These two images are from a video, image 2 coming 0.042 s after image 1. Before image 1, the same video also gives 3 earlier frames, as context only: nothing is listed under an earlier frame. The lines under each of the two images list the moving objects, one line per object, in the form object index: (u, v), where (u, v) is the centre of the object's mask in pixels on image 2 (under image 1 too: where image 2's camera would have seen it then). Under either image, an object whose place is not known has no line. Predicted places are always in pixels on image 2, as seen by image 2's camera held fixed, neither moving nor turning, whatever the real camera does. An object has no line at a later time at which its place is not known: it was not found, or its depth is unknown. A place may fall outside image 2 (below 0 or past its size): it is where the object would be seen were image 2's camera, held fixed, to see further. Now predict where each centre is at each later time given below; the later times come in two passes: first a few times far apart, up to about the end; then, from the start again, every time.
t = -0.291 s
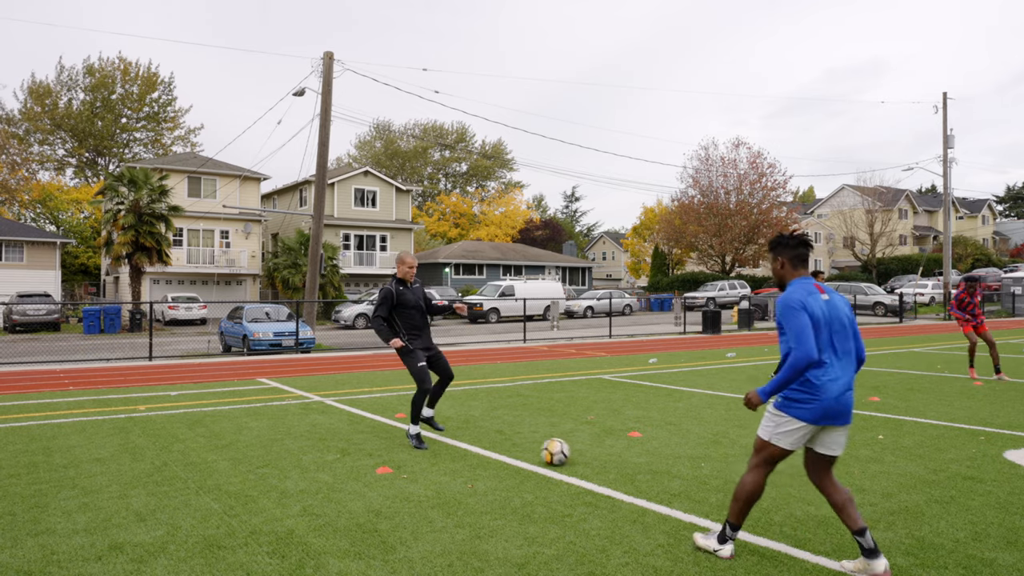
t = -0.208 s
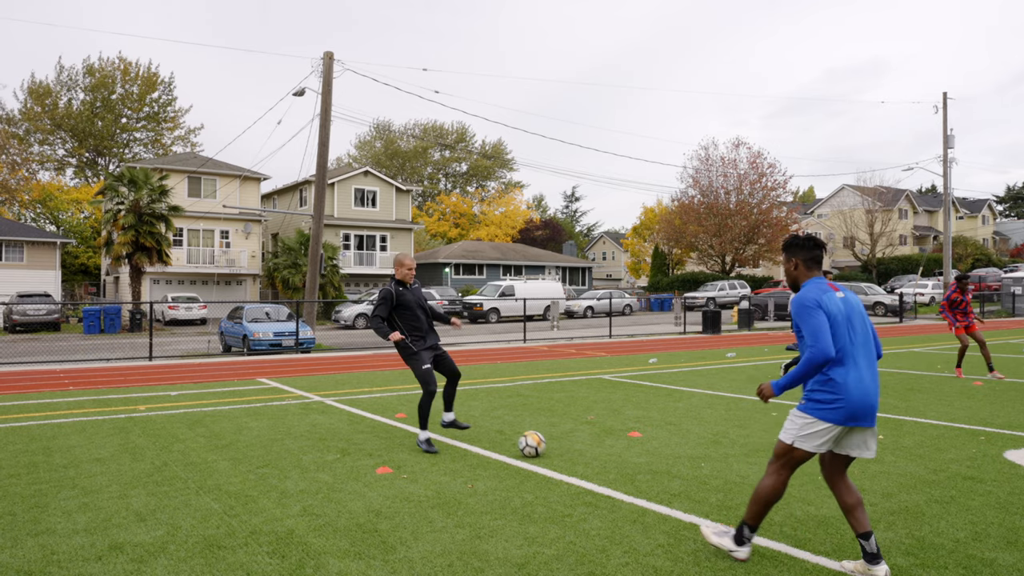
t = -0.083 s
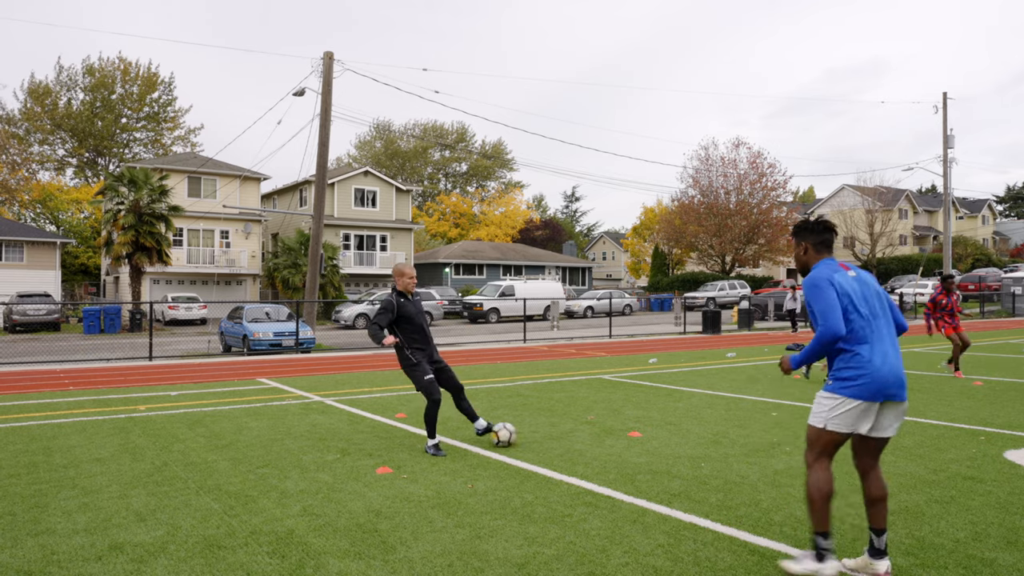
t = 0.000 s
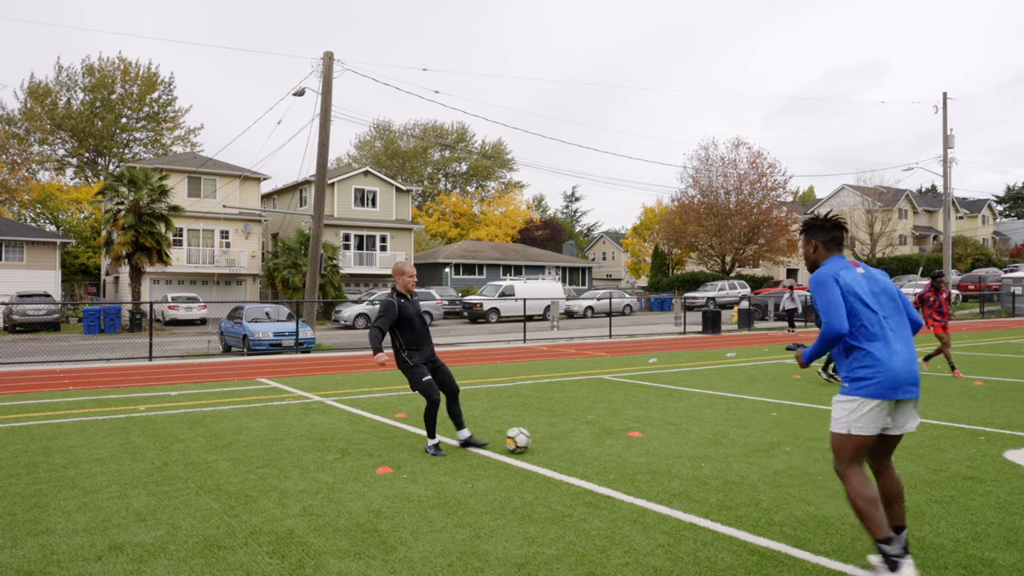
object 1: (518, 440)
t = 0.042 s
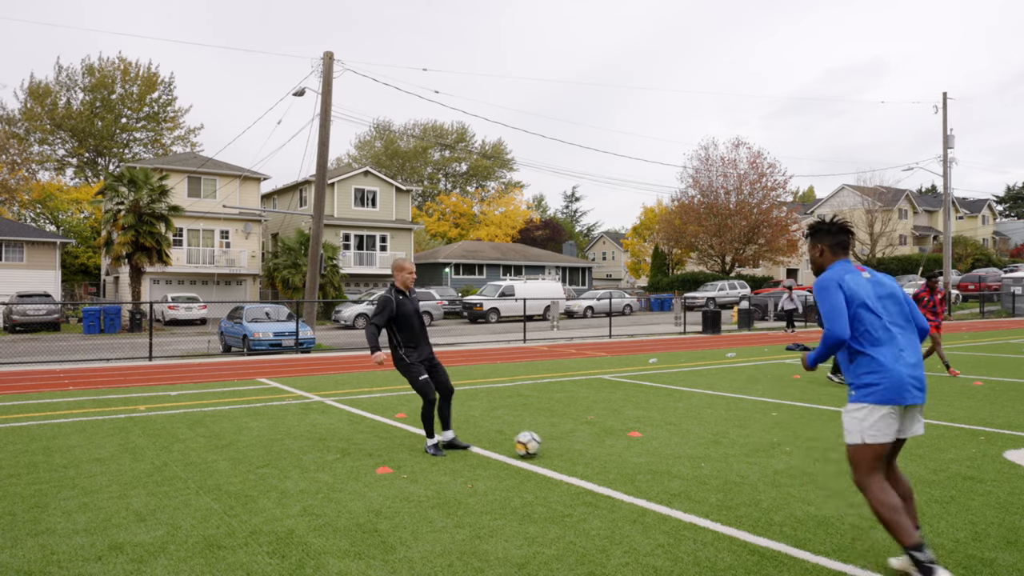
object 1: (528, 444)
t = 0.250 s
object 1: (579, 465)
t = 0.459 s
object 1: (629, 486)
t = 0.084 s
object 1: (538, 449)
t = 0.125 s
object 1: (548, 453)
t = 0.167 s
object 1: (558, 457)
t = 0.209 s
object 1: (568, 462)
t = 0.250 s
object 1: (579, 465)
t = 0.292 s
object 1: (588, 469)
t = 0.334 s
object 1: (598, 474)
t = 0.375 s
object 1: (609, 478)
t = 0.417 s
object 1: (619, 482)
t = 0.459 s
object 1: (629, 486)
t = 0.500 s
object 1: (639, 489)
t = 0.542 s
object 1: (650, 494)
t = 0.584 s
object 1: (661, 498)
